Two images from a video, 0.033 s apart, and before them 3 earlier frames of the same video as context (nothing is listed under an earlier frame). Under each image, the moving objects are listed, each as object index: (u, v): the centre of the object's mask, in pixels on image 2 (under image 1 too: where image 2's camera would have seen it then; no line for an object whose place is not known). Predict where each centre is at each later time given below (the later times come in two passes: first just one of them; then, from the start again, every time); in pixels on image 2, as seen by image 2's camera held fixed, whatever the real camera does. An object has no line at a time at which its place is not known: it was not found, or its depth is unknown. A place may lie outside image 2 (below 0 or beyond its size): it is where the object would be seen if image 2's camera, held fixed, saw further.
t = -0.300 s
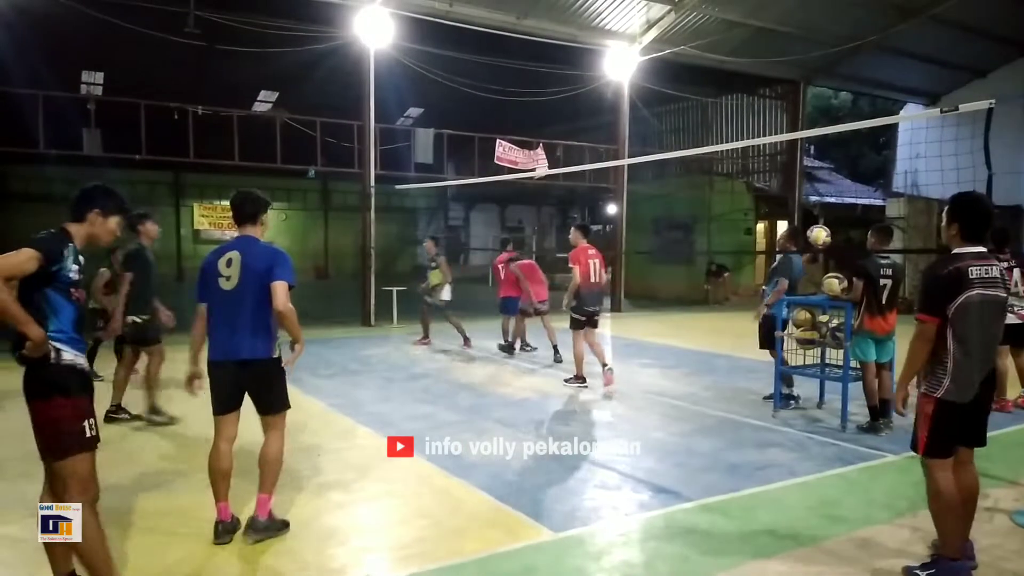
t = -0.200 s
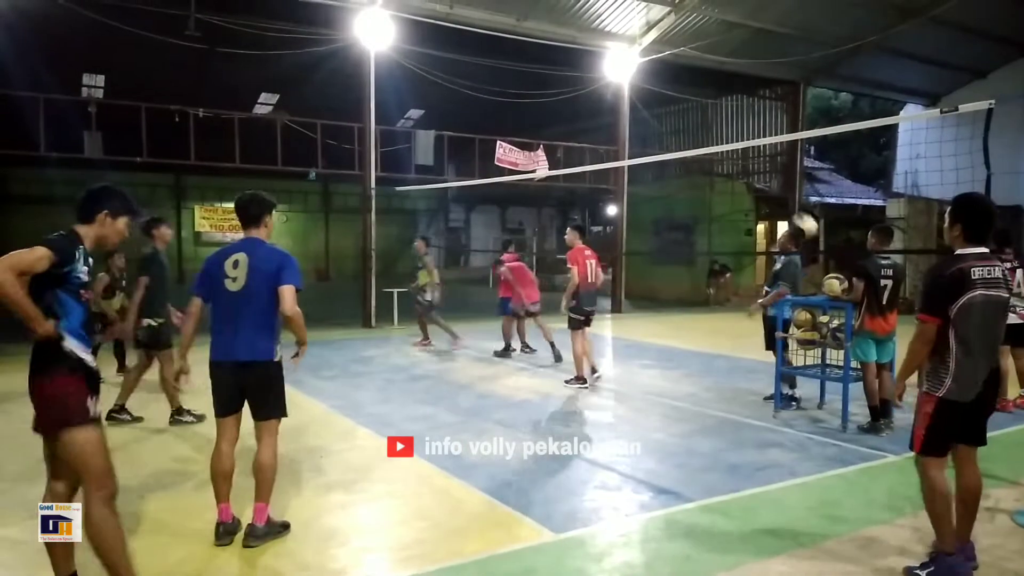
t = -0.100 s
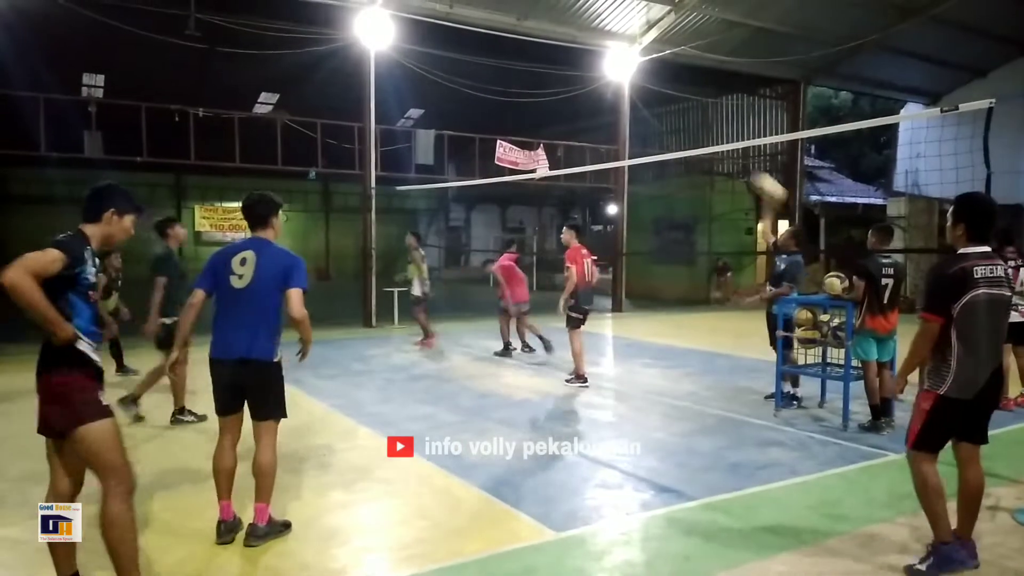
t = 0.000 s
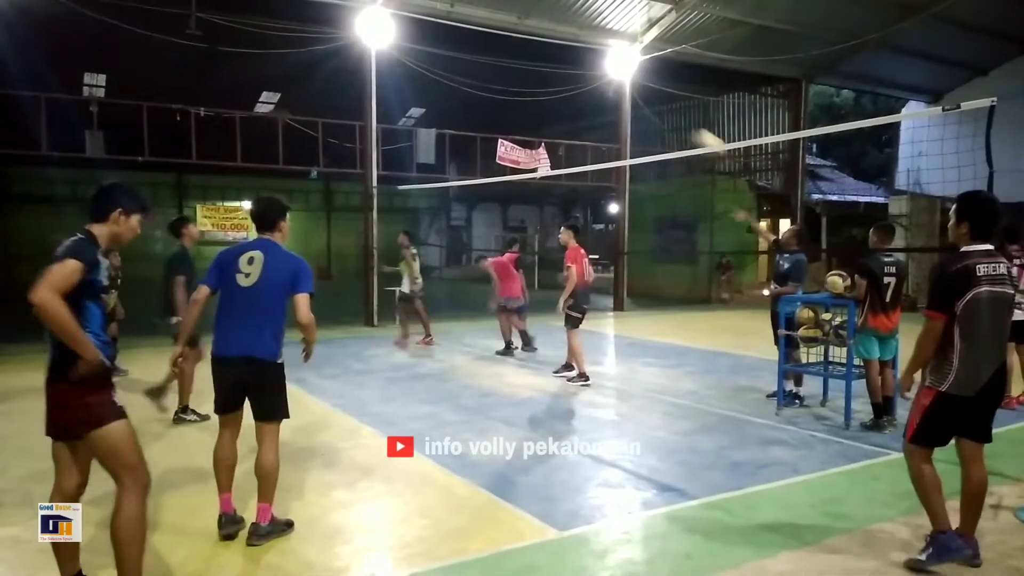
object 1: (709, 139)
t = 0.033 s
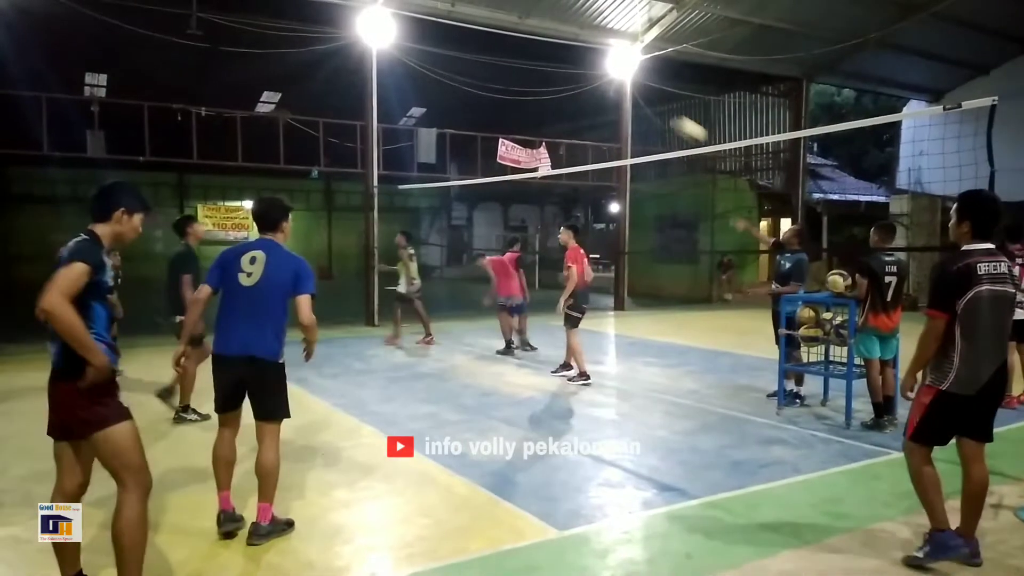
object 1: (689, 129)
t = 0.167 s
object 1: (612, 92)
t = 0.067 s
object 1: (669, 118)
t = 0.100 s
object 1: (652, 109)
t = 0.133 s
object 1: (637, 102)
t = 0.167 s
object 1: (612, 92)
